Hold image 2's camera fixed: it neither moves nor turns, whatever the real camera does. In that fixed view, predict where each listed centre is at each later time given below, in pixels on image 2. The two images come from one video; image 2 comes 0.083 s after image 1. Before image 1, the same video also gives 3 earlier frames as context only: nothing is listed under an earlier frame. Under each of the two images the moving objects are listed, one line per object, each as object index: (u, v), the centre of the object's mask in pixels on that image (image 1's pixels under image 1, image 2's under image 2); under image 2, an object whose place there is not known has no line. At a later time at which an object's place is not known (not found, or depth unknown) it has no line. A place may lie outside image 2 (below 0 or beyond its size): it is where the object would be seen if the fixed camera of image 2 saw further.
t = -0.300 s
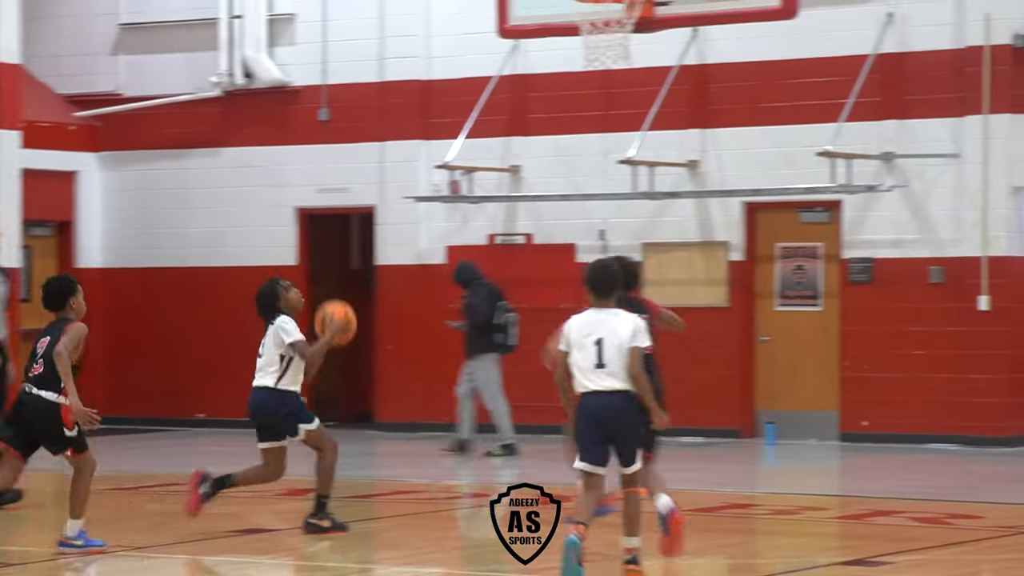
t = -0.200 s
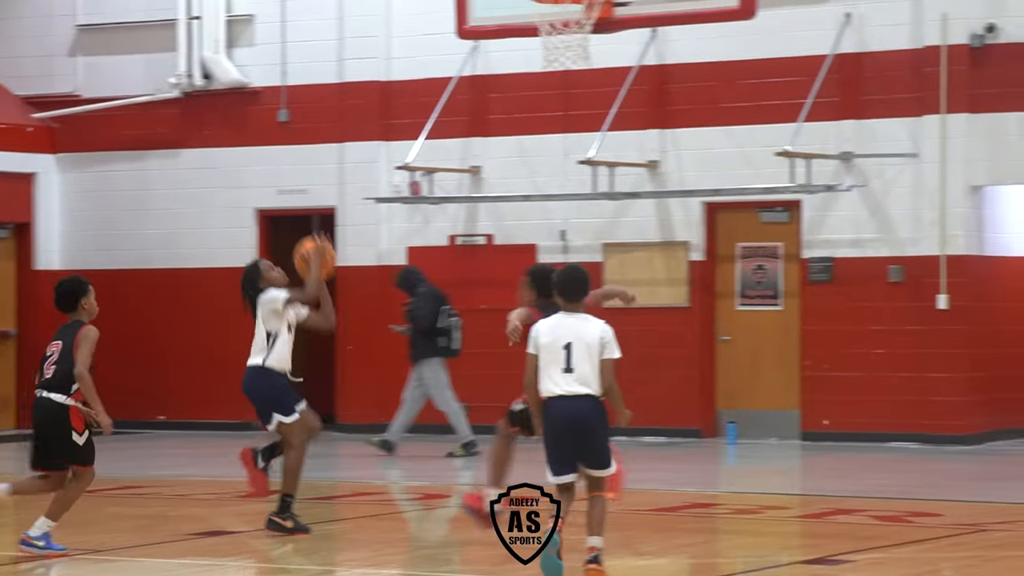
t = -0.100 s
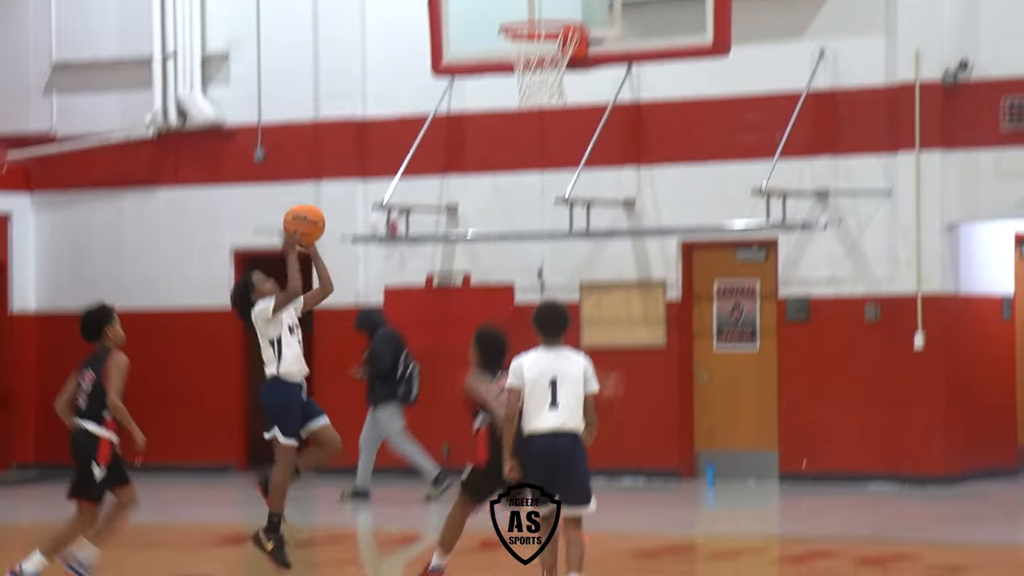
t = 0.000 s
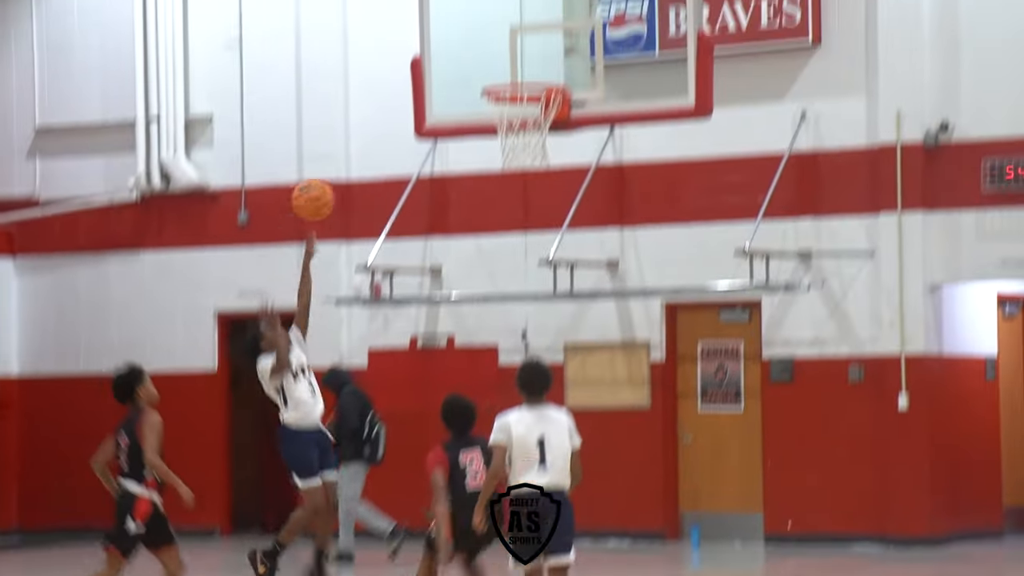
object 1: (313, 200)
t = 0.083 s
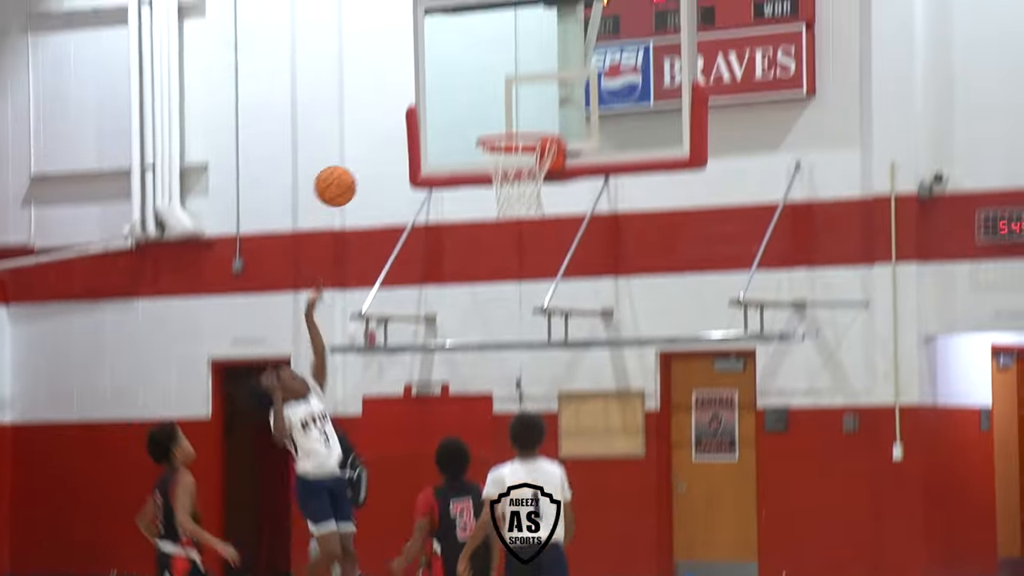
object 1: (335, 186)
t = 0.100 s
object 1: (341, 175)
